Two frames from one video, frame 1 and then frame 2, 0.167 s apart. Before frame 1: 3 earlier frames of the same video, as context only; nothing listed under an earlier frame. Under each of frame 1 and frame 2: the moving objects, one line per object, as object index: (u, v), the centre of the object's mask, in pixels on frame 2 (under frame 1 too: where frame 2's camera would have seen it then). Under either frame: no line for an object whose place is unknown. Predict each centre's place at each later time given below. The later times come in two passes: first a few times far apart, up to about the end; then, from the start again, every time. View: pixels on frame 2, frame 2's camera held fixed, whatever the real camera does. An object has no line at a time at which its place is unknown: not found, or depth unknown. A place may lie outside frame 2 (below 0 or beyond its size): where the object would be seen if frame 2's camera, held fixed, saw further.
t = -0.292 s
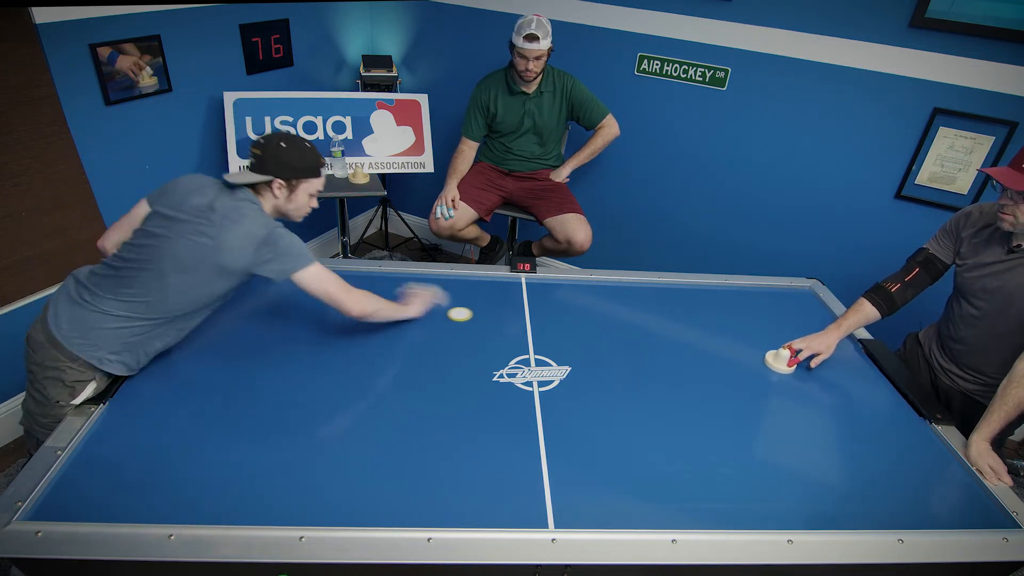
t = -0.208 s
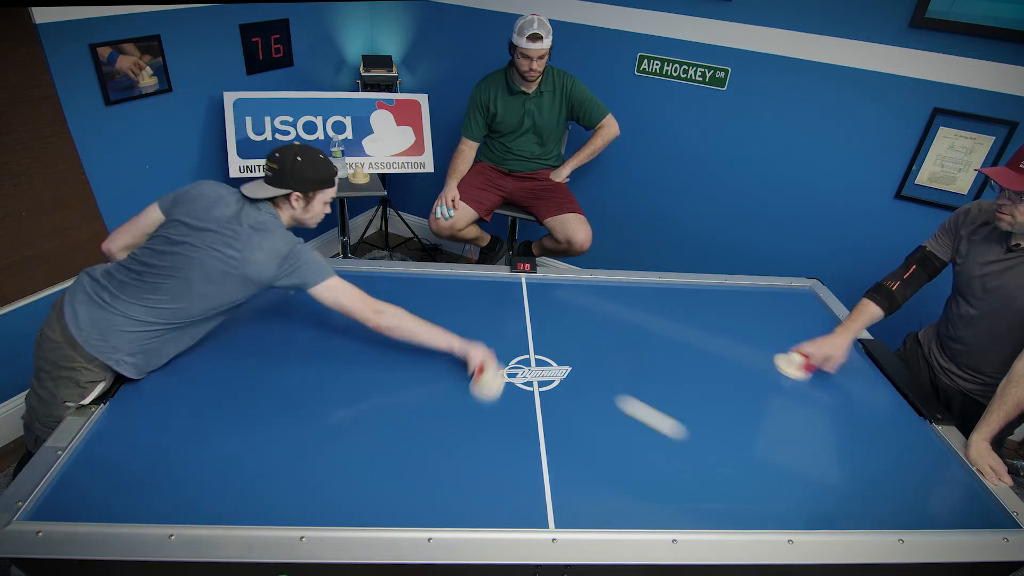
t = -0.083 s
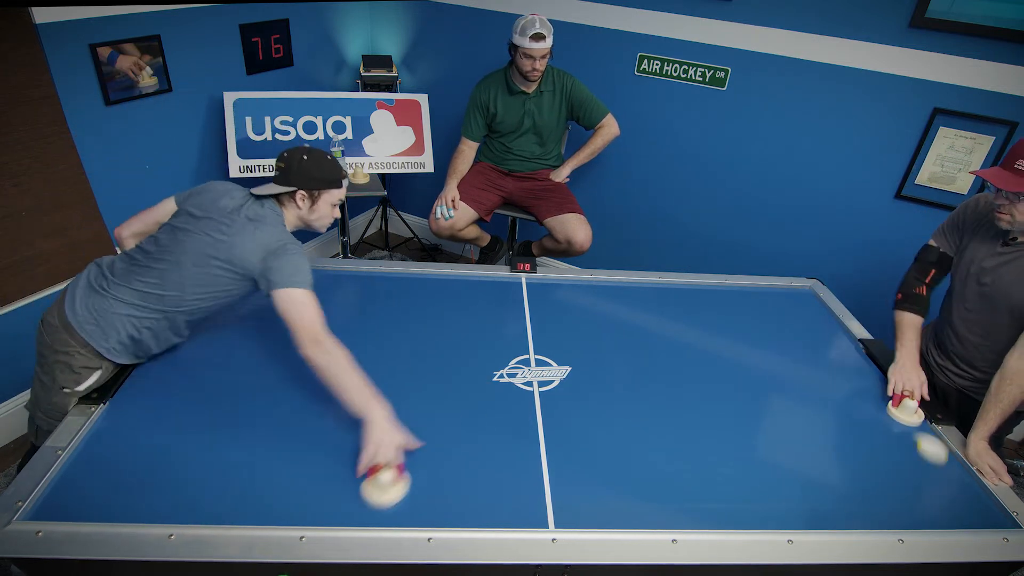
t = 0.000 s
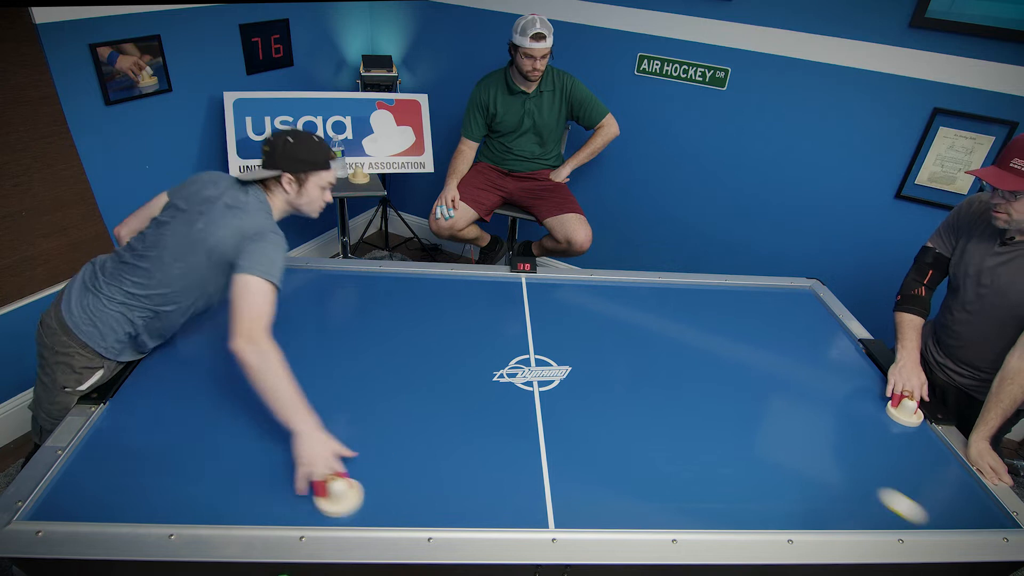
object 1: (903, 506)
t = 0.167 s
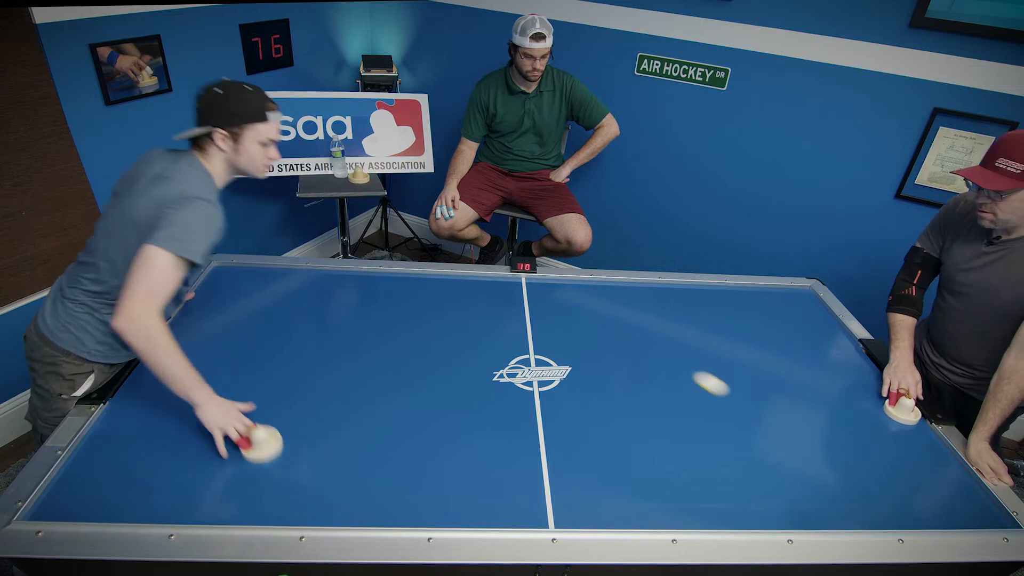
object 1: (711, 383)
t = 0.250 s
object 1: (639, 337)
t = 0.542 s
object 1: (472, 342)
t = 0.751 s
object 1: (317, 449)
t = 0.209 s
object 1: (673, 359)
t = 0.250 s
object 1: (639, 337)
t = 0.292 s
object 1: (608, 317)
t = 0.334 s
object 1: (580, 299)
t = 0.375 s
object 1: (553, 285)
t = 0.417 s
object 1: (537, 297)
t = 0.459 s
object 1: (515, 311)
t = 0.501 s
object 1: (495, 326)
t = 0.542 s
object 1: (472, 342)
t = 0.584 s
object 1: (446, 359)
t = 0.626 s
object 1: (419, 379)
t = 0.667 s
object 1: (388, 400)
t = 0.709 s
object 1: (354, 423)
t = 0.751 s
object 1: (317, 449)
